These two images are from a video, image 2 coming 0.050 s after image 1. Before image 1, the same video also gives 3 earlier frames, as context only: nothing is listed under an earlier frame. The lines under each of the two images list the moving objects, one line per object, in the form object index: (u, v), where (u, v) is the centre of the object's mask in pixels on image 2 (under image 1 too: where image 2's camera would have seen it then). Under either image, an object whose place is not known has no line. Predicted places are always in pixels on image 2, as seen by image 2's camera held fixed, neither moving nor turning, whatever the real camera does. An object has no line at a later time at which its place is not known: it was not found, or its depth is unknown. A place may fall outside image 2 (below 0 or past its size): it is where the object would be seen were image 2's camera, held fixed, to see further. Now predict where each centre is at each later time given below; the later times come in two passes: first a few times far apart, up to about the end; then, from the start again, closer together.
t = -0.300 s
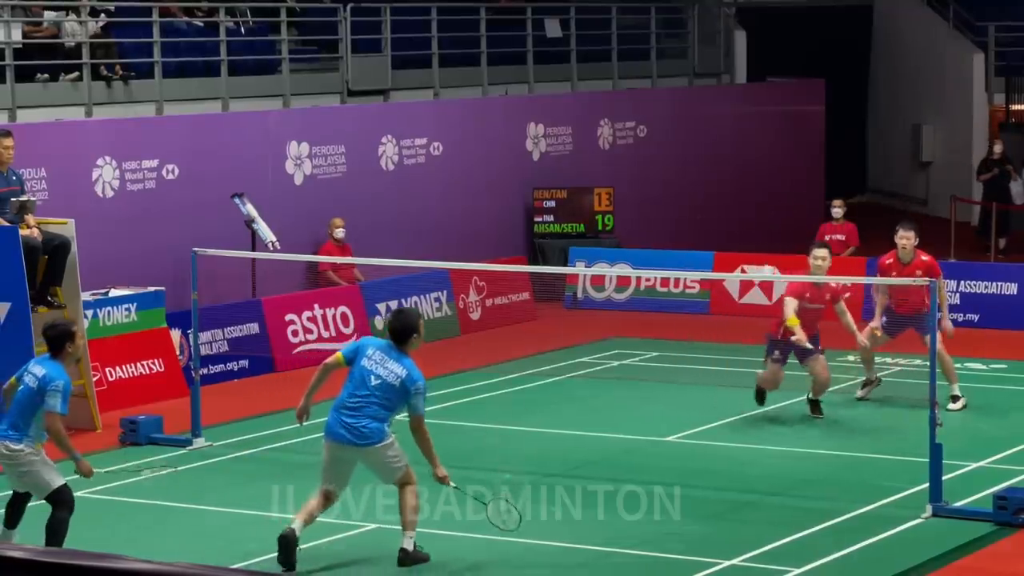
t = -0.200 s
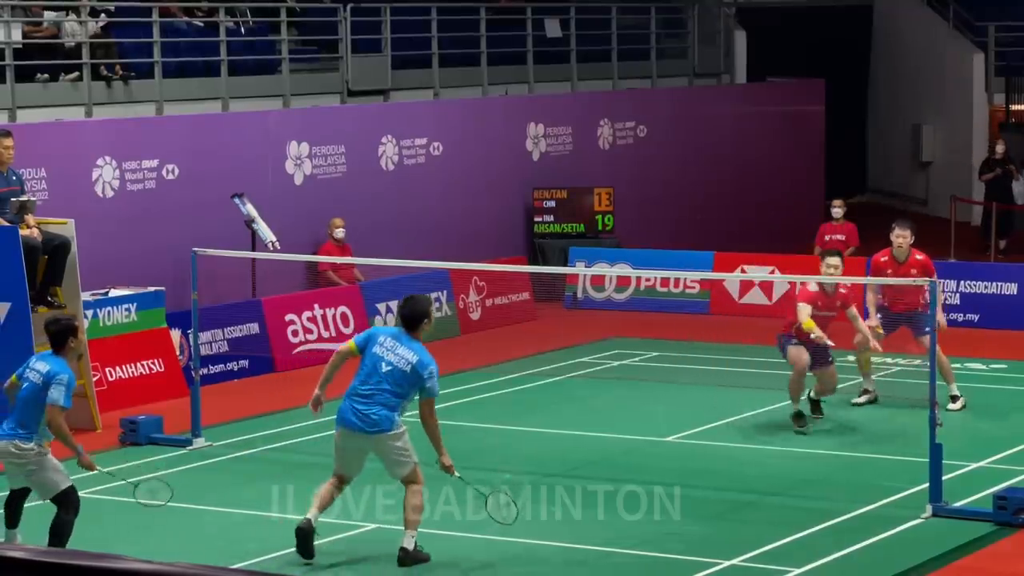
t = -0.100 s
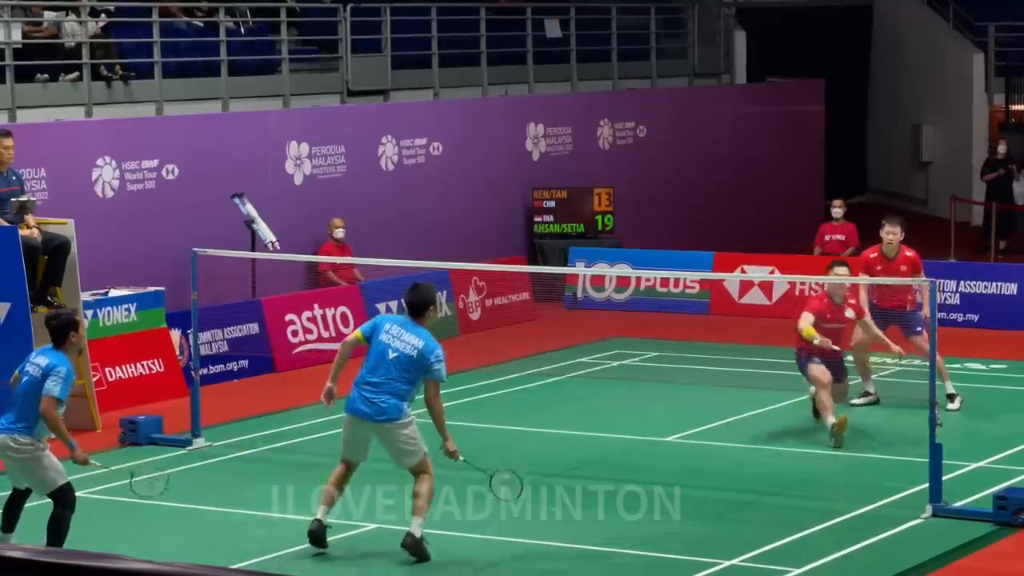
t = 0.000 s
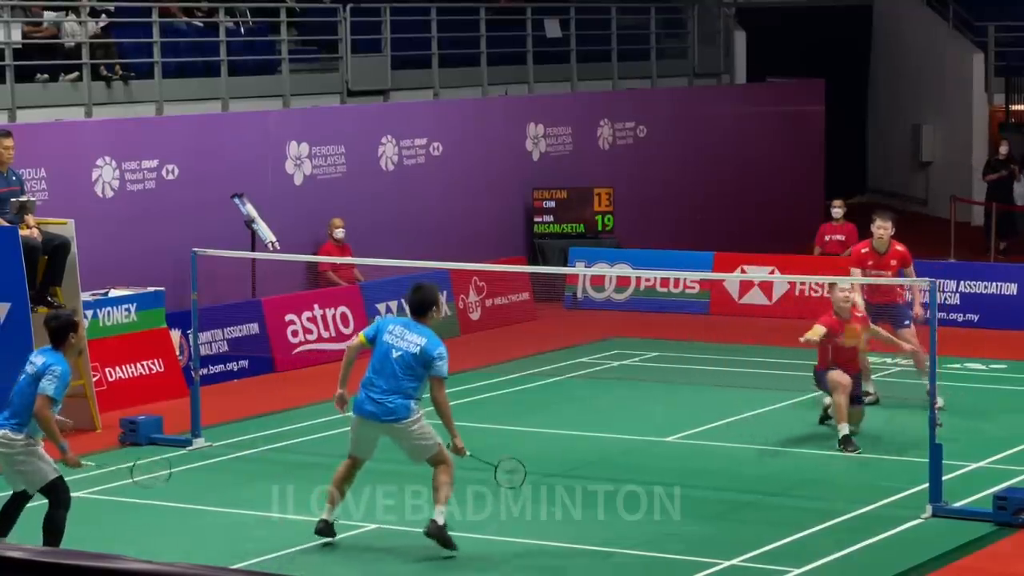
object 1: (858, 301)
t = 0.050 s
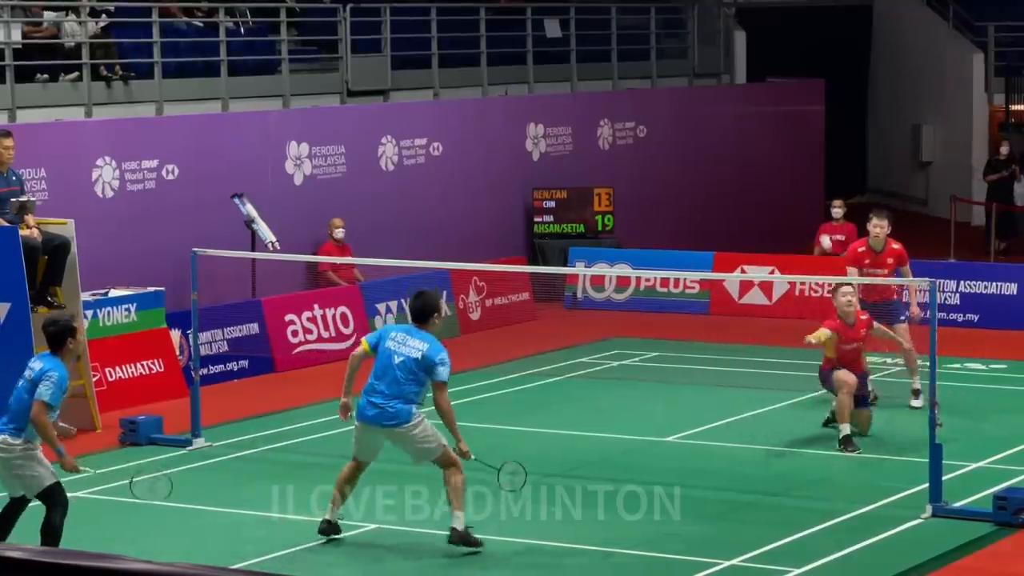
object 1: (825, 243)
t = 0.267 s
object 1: (739, 96)
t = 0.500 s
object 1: (668, 48)
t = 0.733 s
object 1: (609, 94)
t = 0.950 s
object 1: (559, 218)
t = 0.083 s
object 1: (810, 213)
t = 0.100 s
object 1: (803, 199)
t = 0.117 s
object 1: (795, 186)
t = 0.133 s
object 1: (789, 173)
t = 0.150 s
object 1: (782, 161)
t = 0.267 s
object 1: (739, 96)
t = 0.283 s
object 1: (733, 90)
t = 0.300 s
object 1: (727, 83)
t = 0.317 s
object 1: (722, 78)
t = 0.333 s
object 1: (717, 73)
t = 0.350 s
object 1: (711, 68)
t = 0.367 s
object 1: (706, 63)
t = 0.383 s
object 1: (701, 60)
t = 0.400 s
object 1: (696, 57)
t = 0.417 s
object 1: (692, 54)
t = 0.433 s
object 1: (687, 52)
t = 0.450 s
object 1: (682, 51)
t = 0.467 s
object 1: (677, 49)
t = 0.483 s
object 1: (673, 49)
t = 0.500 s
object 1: (668, 48)
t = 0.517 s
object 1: (664, 48)
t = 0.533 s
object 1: (659, 49)
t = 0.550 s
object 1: (655, 50)
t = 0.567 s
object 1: (650, 52)
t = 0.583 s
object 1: (646, 54)
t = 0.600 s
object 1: (642, 56)
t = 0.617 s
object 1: (638, 59)
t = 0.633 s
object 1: (634, 63)
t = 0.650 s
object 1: (630, 67)
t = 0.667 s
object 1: (626, 71)
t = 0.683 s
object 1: (622, 76)
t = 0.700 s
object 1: (617, 82)
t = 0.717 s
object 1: (613, 87)
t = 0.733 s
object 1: (609, 94)
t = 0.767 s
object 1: (601, 108)
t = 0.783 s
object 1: (597, 116)
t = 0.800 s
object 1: (592, 123)
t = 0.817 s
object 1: (588, 132)
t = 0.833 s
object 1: (584, 141)
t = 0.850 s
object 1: (581, 151)
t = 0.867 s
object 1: (577, 161)
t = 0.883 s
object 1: (573, 171)
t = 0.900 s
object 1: (569, 183)
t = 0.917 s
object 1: (565, 194)
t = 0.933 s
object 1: (562, 206)
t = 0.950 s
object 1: (559, 218)
